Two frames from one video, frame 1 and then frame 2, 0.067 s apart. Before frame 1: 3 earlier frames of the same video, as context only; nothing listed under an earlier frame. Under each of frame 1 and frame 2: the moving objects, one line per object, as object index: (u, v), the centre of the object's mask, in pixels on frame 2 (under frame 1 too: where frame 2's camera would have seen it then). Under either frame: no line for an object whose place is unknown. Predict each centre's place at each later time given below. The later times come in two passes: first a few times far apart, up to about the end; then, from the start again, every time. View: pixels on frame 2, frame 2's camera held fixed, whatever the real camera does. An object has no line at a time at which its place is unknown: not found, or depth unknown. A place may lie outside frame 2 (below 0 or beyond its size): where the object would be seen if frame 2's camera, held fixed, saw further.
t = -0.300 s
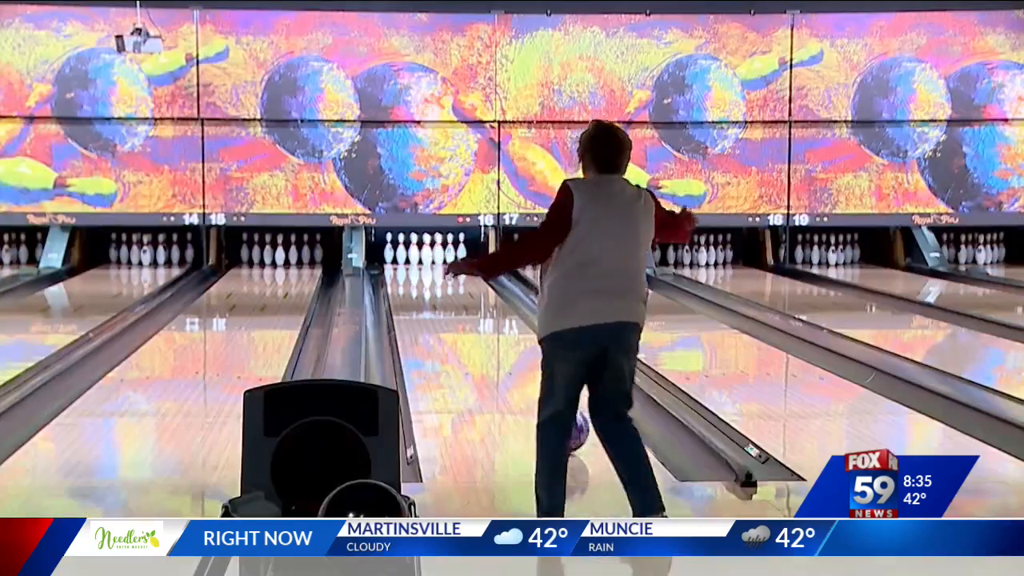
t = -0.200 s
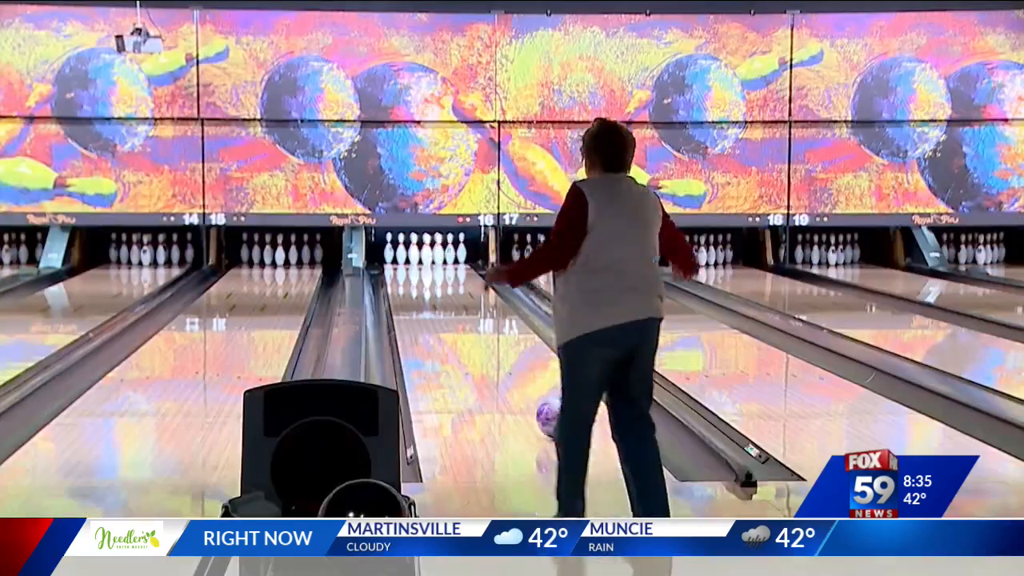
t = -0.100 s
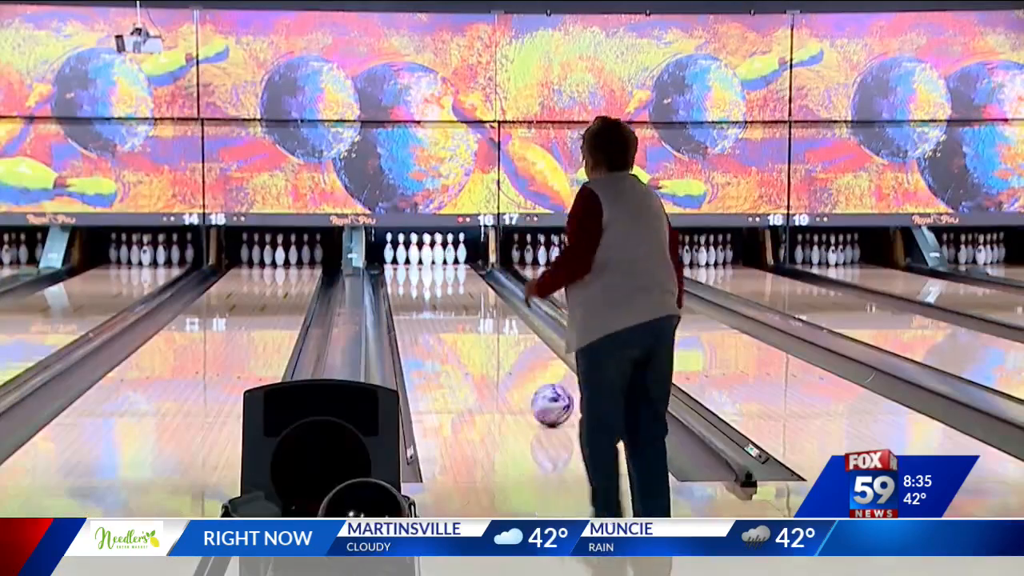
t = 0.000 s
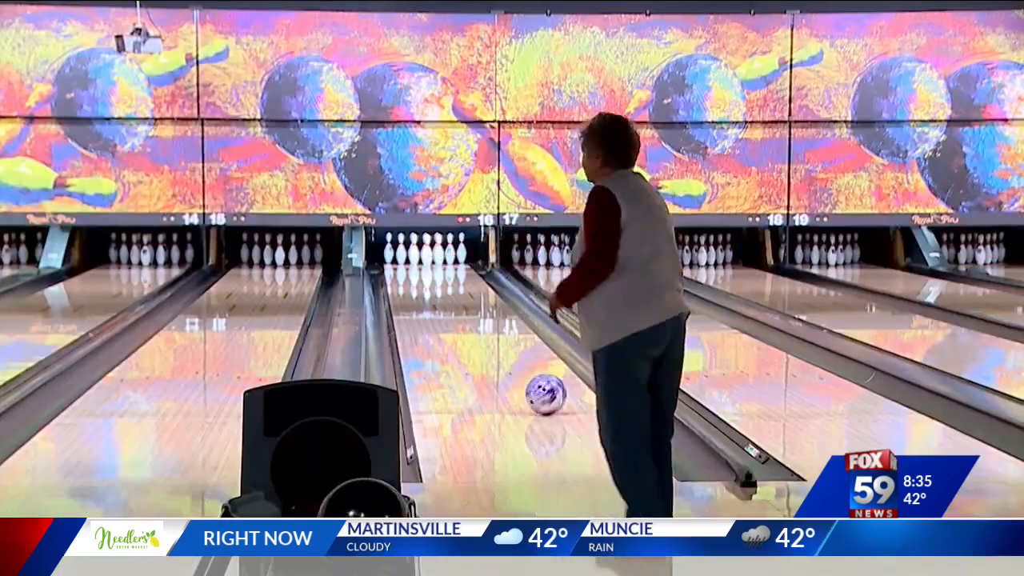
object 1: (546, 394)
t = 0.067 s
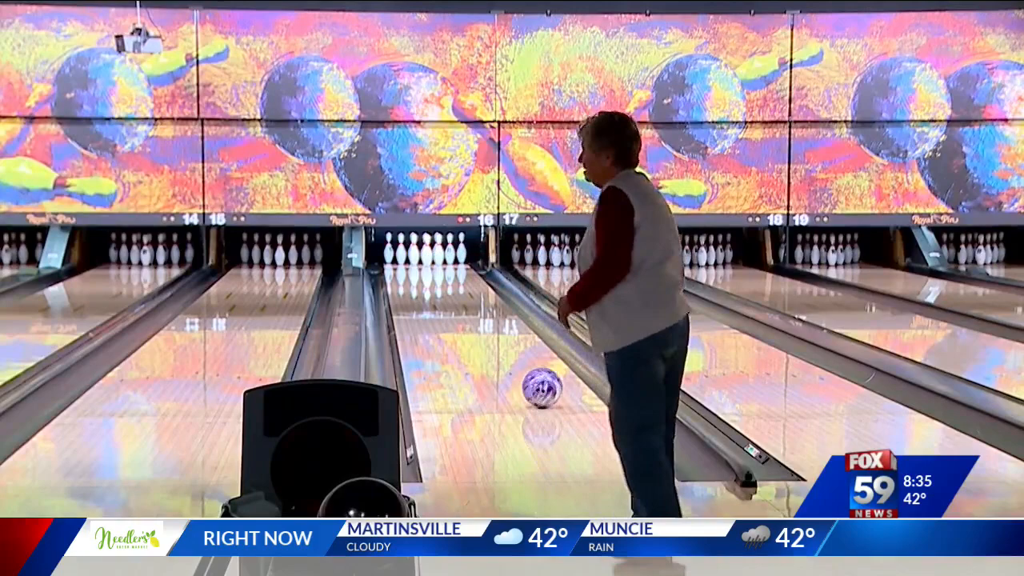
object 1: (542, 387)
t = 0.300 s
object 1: (530, 368)
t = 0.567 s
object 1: (519, 350)
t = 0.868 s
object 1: (508, 333)
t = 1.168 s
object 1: (499, 319)
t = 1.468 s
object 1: (491, 308)
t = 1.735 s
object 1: (485, 299)
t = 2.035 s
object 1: (477, 290)
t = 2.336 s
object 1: (471, 283)
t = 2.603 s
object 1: (465, 276)
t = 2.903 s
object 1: (457, 271)
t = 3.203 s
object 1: (450, 266)
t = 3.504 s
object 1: (443, 262)
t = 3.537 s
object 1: (442, 262)
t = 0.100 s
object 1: (540, 384)
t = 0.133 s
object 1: (538, 381)
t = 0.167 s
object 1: (537, 378)
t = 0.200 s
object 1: (535, 376)
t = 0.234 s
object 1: (533, 373)
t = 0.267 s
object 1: (532, 371)
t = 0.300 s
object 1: (530, 368)
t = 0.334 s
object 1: (529, 365)
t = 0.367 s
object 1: (527, 363)
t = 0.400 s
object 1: (526, 361)
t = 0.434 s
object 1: (525, 359)
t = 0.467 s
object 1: (523, 356)
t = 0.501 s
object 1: (522, 354)
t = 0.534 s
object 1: (521, 352)
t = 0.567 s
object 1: (519, 350)
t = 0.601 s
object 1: (518, 348)
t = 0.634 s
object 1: (517, 346)
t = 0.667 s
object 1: (516, 344)
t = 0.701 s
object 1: (514, 342)
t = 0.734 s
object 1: (513, 340)
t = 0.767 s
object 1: (512, 338)
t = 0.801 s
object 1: (511, 336)
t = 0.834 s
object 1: (509, 334)
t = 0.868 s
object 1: (508, 333)
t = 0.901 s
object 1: (507, 332)
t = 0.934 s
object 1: (506, 330)
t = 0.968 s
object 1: (505, 328)
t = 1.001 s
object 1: (504, 327)
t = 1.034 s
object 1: (503, 325)
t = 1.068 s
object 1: (502, 323)
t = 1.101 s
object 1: (501, 322)
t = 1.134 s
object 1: (500, 320)
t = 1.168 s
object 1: (499, 319)
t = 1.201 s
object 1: (498, 318)
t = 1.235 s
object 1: (497, 317)
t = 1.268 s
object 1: (497, 315)
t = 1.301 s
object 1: (496, 314)
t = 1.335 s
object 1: (495, 313)
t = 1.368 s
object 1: (494, 311)
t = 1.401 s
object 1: (493, 310)
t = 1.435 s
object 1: (492, 309)
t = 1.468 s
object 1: (491, 308)
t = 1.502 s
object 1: (491, 307)
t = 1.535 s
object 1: (490, 306)
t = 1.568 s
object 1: (489, 305)
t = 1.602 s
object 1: (489, 304)
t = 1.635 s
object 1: (487, 302)
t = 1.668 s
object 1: (486, 301)
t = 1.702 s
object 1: (486, 300)
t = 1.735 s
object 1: (485, 299)
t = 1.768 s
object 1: (484, 298)
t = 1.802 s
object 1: (483, 296)
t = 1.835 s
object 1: (482, 295)
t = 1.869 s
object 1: (481, 295)
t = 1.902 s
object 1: (480, 293)
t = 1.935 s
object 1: (480, 292)
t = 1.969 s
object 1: (479, 292)
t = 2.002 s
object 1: (478, 291)
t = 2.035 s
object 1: (477, 290)
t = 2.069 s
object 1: (477, 289)
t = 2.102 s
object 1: (476, 288)
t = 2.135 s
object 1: (476, 288)
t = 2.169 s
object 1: (476, 287)
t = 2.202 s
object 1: (475, 286)
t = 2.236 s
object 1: (474, 285)
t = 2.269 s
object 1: (472, 284)
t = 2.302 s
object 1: (472, 284)
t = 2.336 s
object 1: (471, 283)
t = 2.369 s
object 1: (470, 281)
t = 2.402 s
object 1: (470, 281)
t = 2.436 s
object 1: (469, 280)
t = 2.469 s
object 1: (468, 279)
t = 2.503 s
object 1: (467, 278)
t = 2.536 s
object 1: (466, 277)
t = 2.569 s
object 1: (466, 276)
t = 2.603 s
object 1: (465, 276)
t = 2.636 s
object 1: (464, 275)
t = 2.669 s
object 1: (464, 275)
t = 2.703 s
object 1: (463, 274)
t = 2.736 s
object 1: (461, 274)
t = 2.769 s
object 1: (461, 273)
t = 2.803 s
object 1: (460, 273)
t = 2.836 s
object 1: (459, 272)
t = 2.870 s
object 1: (458, 272)
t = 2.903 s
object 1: (457, 271)
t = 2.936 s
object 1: (456, 270)
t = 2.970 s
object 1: (456, 270)
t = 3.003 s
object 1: (455, 269)
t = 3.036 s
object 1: (455, 269)
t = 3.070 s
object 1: (454, 269)
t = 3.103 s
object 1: (453, 268)
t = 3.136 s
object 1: (453, 267)
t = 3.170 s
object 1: (452, 267)
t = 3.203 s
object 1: (450, 266)
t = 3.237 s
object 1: (450, 265)
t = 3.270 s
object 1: (449, 265)
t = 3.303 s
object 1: (448, 264)
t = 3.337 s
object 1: (447, 264)
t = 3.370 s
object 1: (446, 264)
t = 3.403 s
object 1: (445, 263)
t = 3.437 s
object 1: (445, 263)
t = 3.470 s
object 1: (444, 263)
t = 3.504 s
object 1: (443, 262)
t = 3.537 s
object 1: (442, 262)
